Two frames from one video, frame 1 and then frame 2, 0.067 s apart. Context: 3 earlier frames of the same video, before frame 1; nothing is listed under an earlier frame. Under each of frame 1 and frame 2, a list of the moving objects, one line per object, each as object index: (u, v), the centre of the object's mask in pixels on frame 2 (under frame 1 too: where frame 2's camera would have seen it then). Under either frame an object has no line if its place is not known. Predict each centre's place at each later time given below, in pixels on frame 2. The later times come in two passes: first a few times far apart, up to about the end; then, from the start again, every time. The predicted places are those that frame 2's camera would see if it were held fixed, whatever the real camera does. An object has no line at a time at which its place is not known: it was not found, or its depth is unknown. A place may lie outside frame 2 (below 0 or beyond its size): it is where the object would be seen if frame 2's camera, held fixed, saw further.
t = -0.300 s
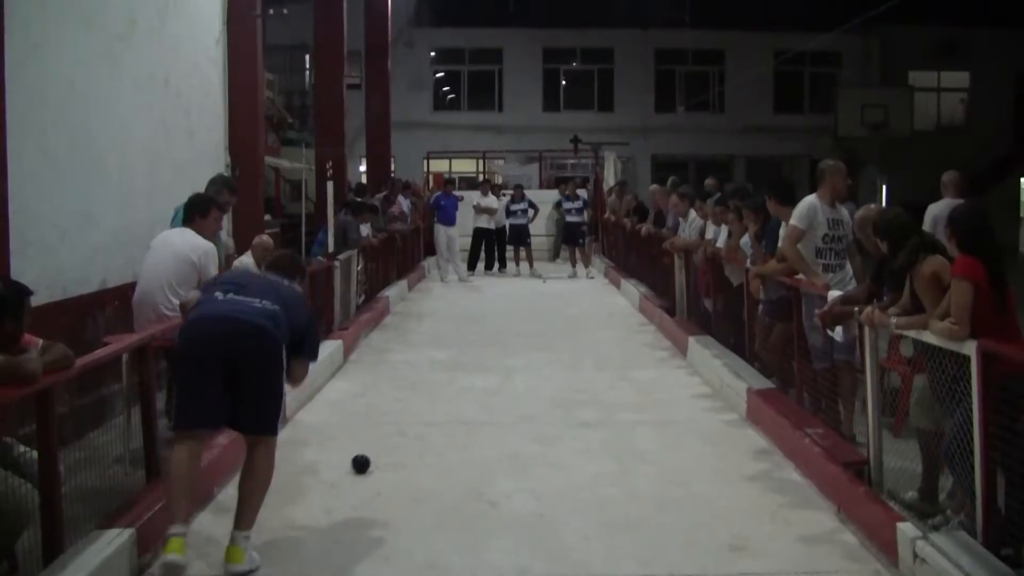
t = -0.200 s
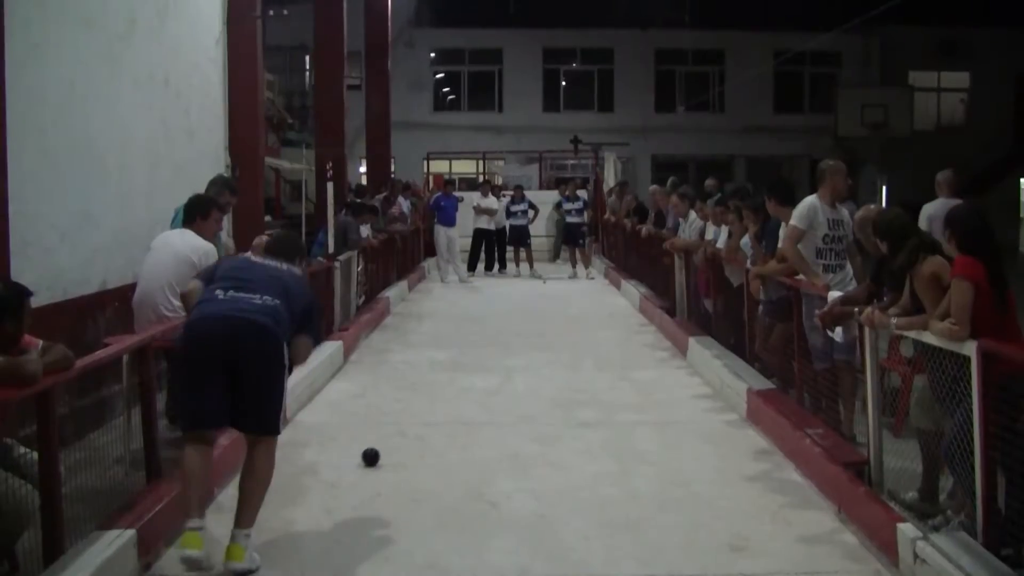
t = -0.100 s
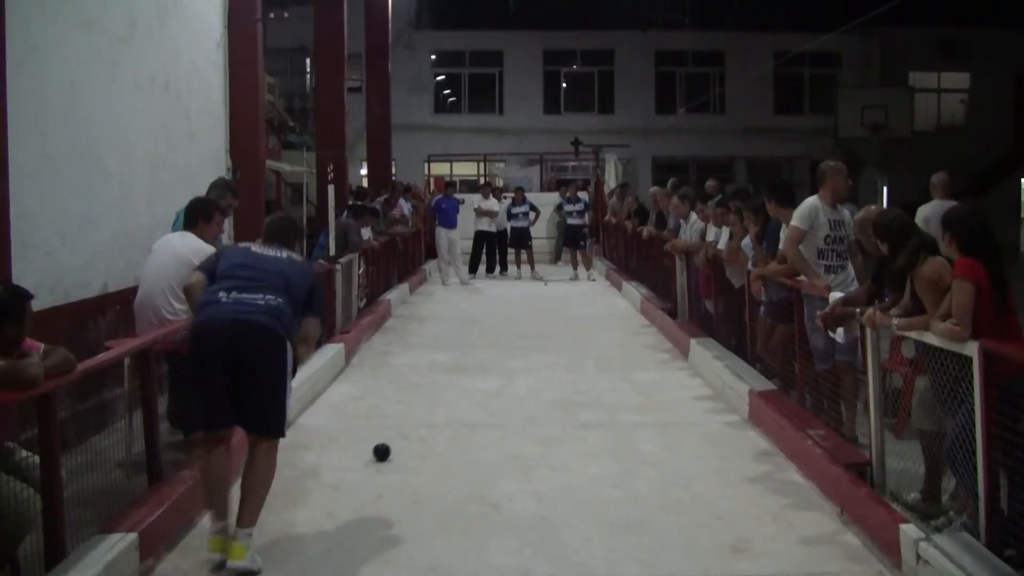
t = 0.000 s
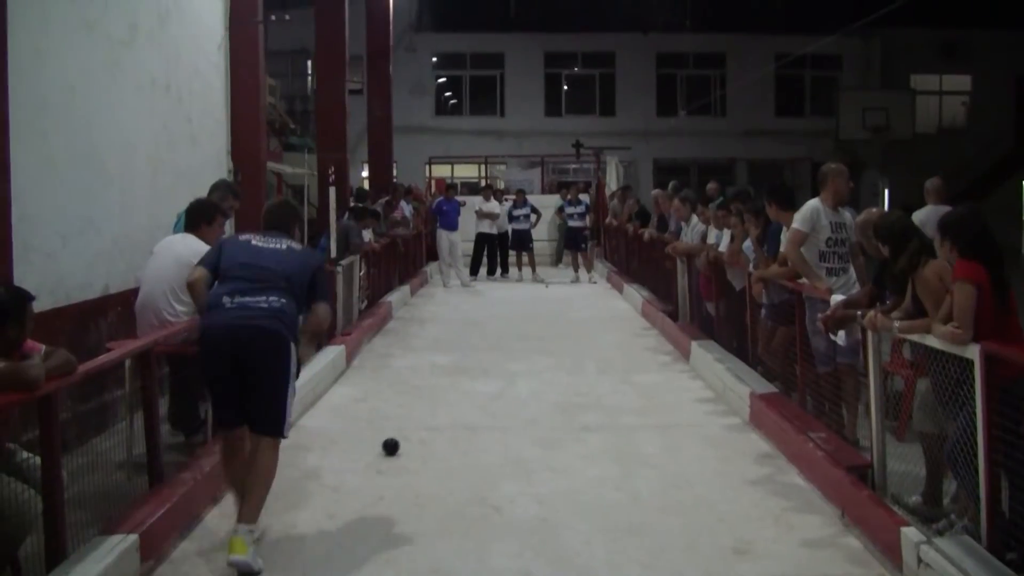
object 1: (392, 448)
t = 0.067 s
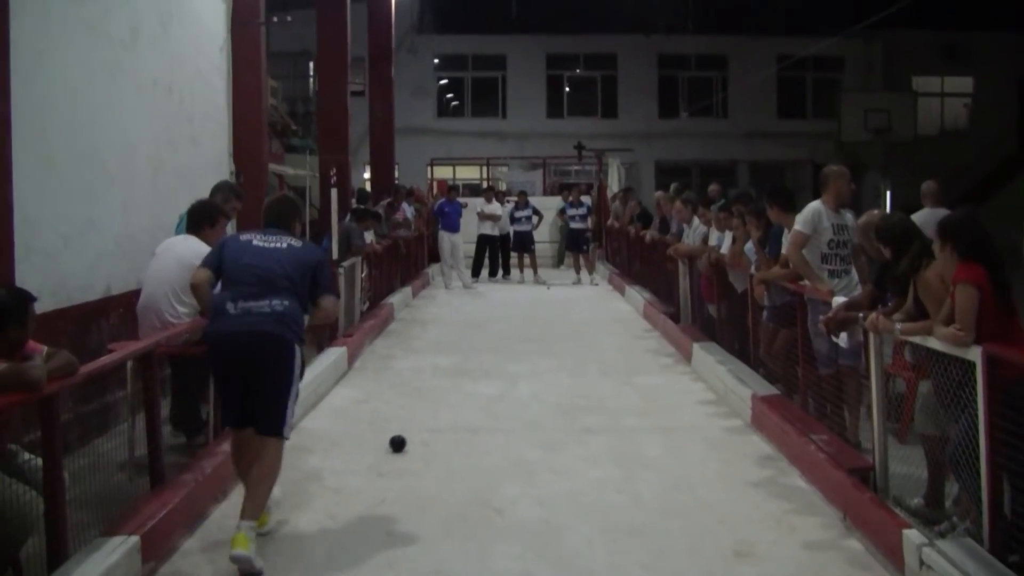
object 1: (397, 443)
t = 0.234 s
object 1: (410, 434)
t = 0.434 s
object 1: (423, 422)
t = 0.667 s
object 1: (437, 411)
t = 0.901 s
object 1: (449, 401)
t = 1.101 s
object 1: (458, 394)
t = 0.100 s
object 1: (400, 441)
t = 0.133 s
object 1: (402, 440)
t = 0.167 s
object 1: (405, 437)
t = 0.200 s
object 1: (407, 435)
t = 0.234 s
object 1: (410, 434)
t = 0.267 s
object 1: (412, 432)
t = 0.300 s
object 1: (414, 429)
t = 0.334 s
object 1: (416, 428)
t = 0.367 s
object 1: (419, 426)
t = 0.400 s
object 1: (421, 424)
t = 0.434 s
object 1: (423, 422)
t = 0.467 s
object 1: (425, 420)
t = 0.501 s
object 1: (427, 419)
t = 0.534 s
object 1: (429, 418)
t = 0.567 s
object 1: (432, 416)
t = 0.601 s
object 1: (433, 414)
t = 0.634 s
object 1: (435, 413)
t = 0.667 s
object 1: (437, 411)
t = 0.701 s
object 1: (439, 410)
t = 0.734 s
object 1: (441, 408)
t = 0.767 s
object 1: (442, 407)
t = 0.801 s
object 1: (444, 405)
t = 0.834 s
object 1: (446, 404)
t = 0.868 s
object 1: (447, 403)
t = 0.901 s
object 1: (449, 401)
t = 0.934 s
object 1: (451, 400)
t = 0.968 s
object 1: (452, 399)
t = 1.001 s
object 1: (454, 398)
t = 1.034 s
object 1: (455, 397)
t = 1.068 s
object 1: (457, 395)
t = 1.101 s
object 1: (458, 394)
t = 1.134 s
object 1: (459, 393)
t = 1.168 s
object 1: (460, 392)
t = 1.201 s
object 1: (462, 391)
